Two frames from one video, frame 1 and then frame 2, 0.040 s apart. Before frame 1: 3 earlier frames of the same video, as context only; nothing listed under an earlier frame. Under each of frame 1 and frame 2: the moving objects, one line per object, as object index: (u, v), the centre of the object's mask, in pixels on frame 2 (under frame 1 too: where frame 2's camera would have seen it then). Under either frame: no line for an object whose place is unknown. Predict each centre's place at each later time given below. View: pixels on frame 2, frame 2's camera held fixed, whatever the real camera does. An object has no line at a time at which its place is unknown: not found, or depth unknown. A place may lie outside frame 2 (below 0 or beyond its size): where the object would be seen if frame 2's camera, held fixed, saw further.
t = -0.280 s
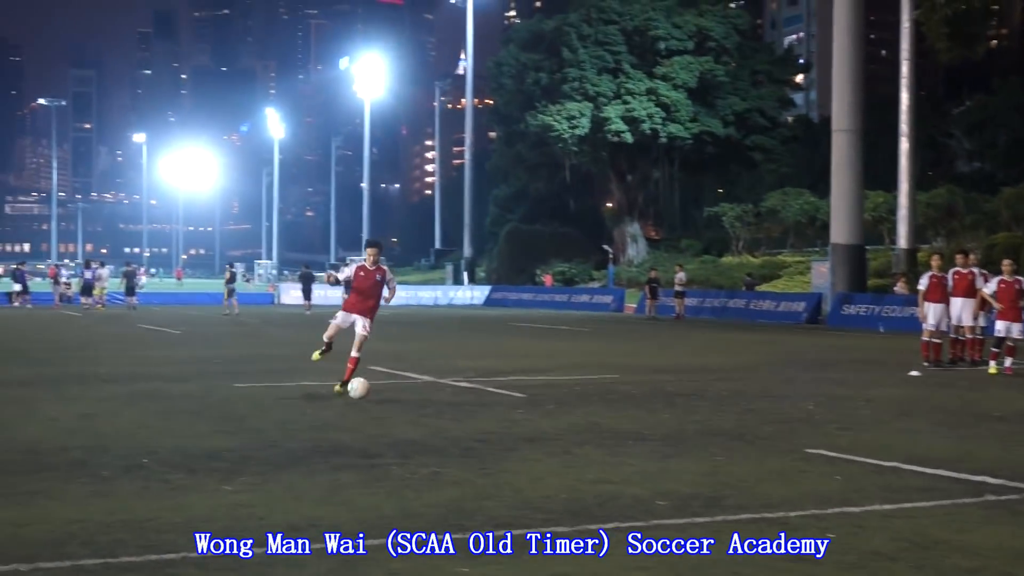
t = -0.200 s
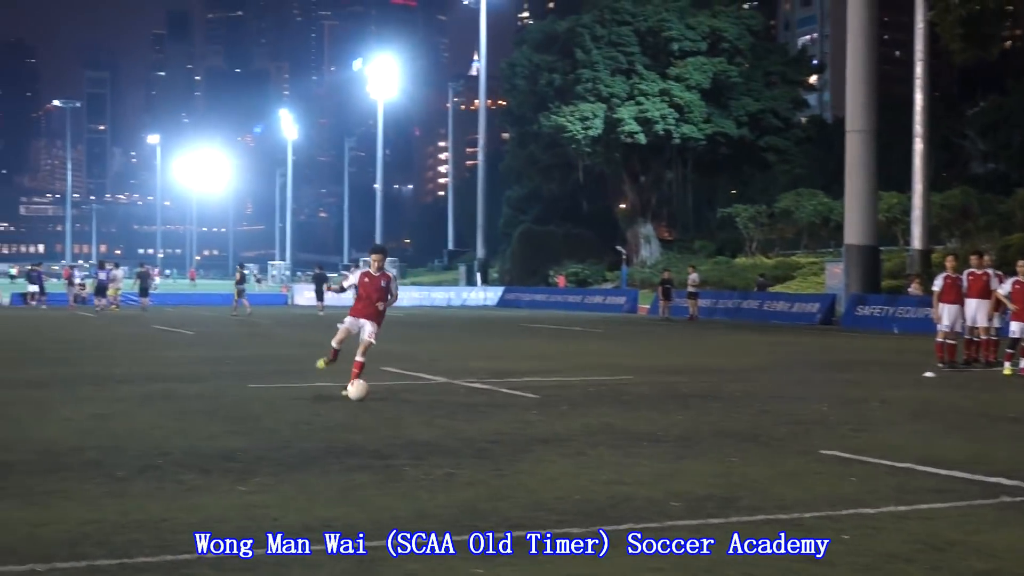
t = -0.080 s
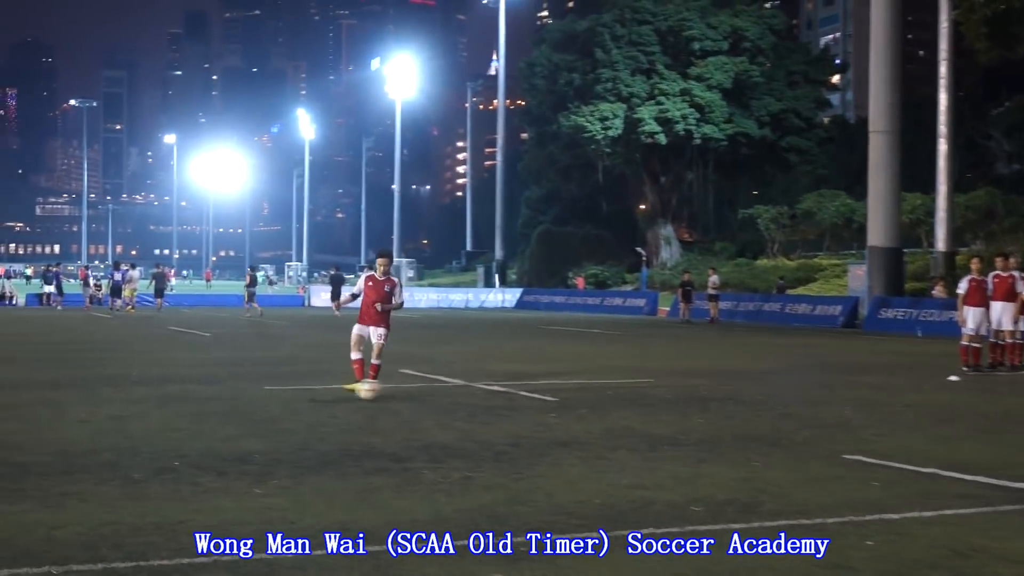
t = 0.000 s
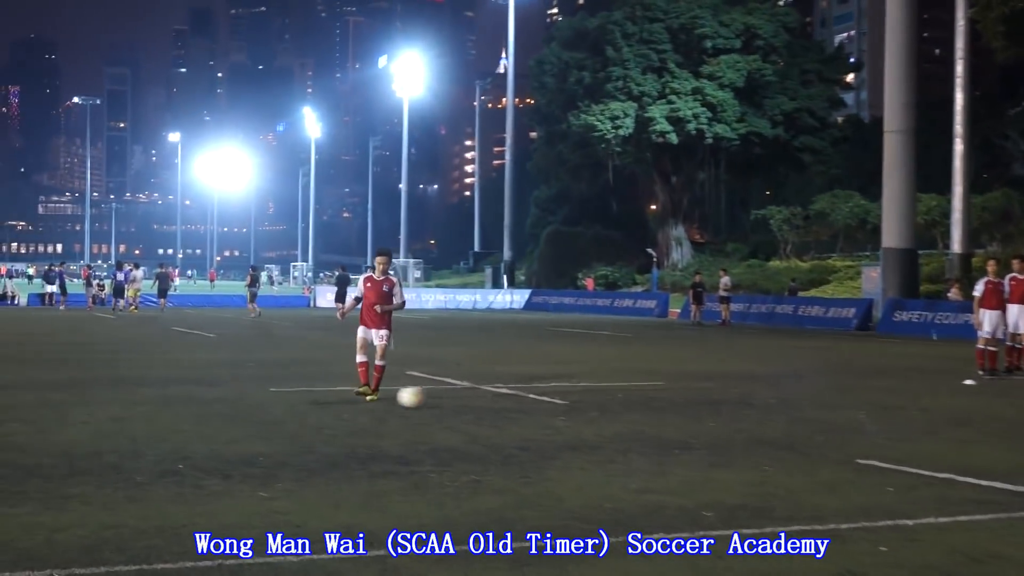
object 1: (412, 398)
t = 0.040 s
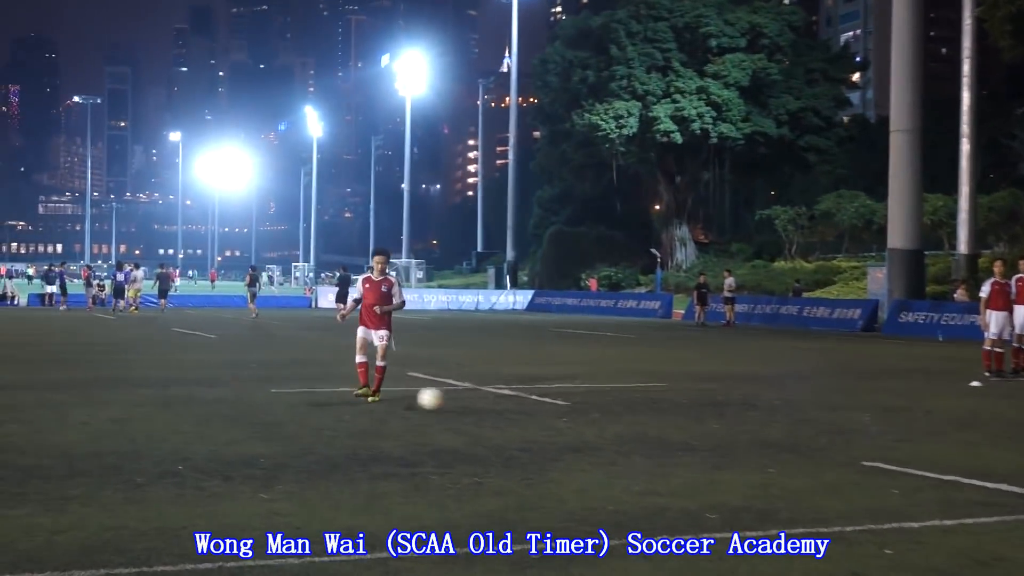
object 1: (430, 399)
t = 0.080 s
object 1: (447, 401)
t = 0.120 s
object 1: (466, 405)
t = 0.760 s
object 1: (712, 442)
